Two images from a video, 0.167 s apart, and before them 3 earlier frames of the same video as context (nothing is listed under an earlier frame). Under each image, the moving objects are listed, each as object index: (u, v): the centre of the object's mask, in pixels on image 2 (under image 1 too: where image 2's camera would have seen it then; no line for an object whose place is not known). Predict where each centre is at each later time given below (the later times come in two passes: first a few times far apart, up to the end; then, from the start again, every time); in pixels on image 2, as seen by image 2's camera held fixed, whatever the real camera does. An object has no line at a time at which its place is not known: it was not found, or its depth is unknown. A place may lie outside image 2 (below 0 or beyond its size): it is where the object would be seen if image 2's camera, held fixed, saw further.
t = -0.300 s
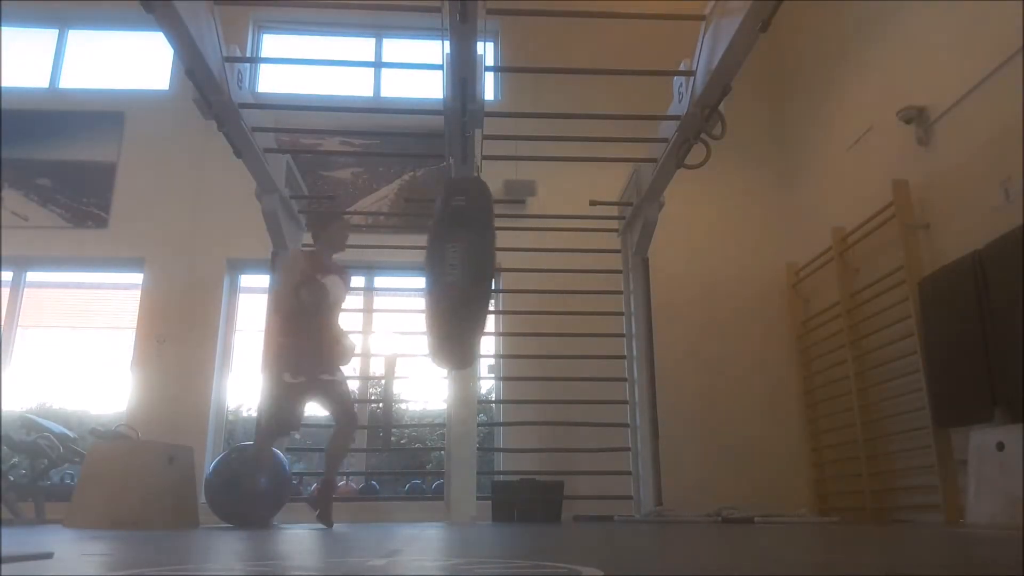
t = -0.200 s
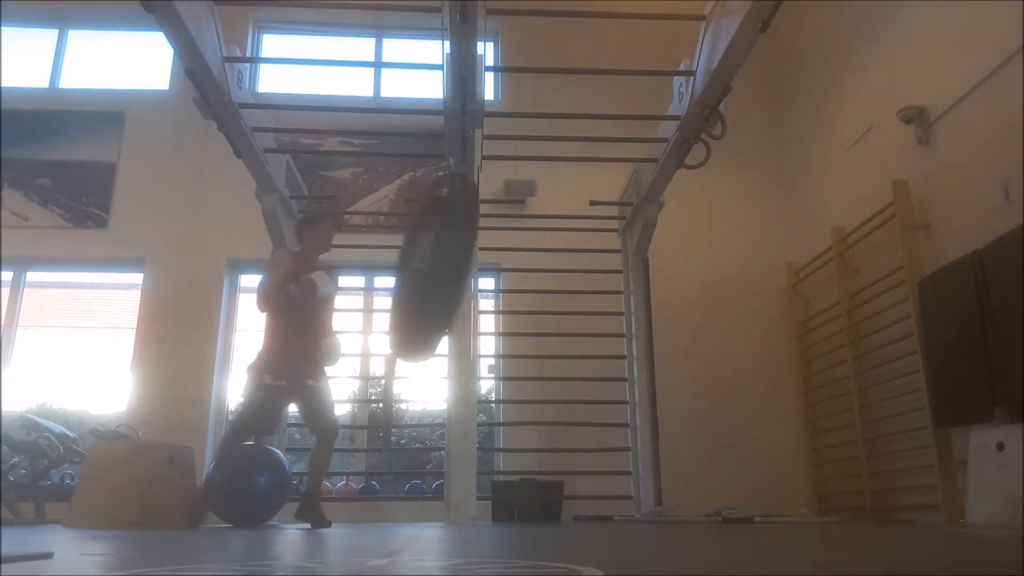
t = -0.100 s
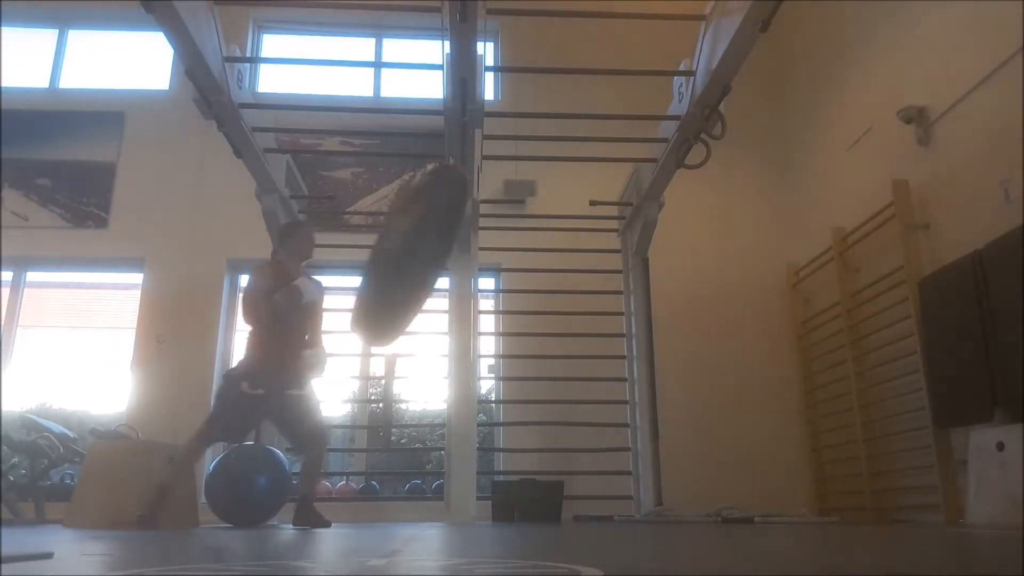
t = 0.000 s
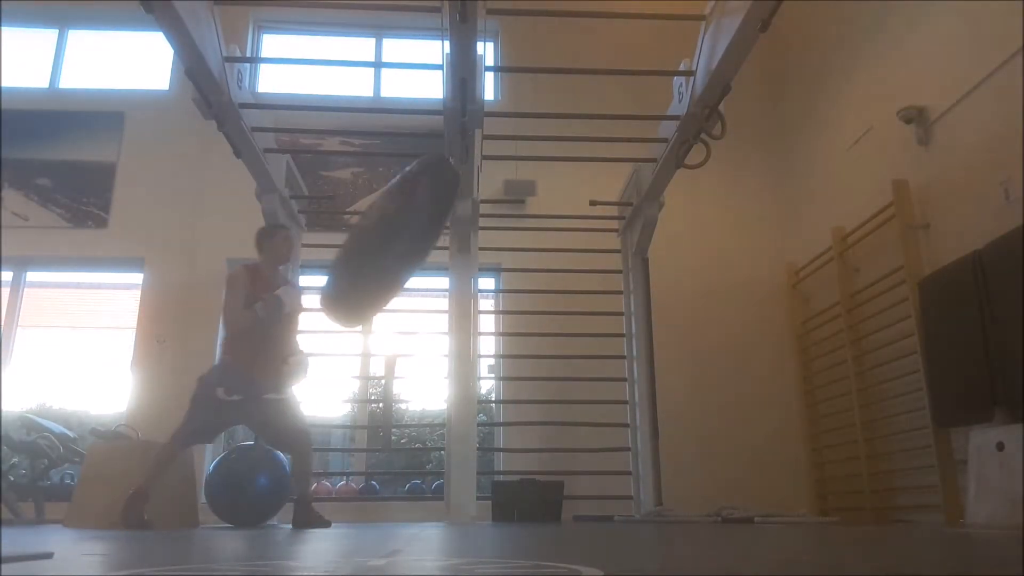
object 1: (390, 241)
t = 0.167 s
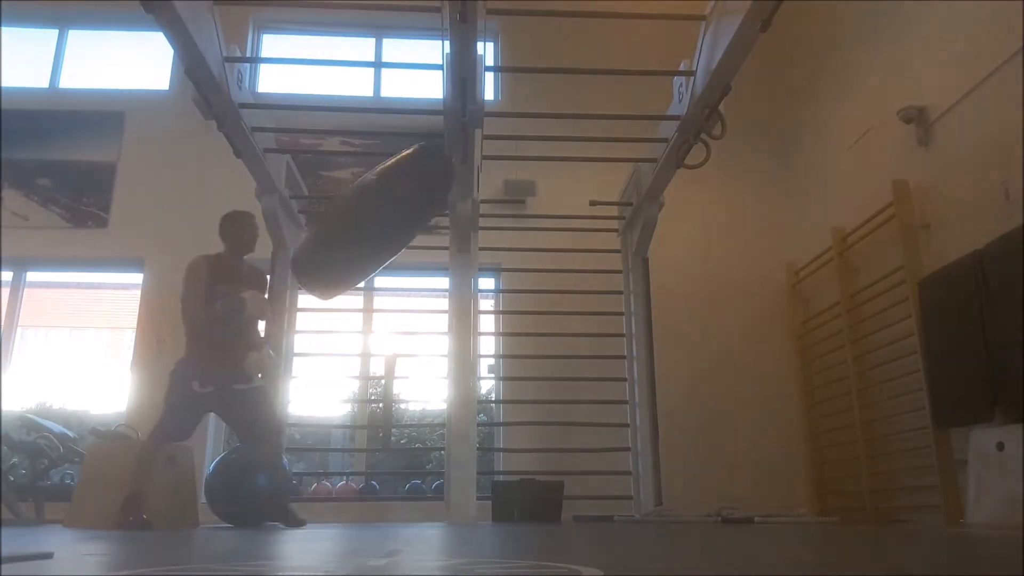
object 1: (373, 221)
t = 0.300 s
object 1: (374, 215)
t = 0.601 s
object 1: (417, 240)
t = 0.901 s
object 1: (490, 266)
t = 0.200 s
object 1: (372, 218)
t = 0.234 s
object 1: (372, 217)
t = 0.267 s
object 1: (373, 216)
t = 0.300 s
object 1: (374, 215)
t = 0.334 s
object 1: (375, 216)
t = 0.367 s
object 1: (377, 217)
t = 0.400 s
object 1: (380, 219)
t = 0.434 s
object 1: (384, 221)
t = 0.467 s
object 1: (390, 224)
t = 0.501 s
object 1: (396, 227)
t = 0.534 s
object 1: (402, 232)
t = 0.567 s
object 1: (409, 236)
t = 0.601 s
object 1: (417, 240)
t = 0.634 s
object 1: (425, 245)
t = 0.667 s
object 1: (434, 249)
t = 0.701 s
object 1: (443, 253)
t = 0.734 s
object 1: (451, 257)
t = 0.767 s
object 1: (460, 259)
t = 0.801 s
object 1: (468, 262)
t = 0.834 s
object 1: (476, 264)
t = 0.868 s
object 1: (484, 266)
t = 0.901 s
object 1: (490, 266)
